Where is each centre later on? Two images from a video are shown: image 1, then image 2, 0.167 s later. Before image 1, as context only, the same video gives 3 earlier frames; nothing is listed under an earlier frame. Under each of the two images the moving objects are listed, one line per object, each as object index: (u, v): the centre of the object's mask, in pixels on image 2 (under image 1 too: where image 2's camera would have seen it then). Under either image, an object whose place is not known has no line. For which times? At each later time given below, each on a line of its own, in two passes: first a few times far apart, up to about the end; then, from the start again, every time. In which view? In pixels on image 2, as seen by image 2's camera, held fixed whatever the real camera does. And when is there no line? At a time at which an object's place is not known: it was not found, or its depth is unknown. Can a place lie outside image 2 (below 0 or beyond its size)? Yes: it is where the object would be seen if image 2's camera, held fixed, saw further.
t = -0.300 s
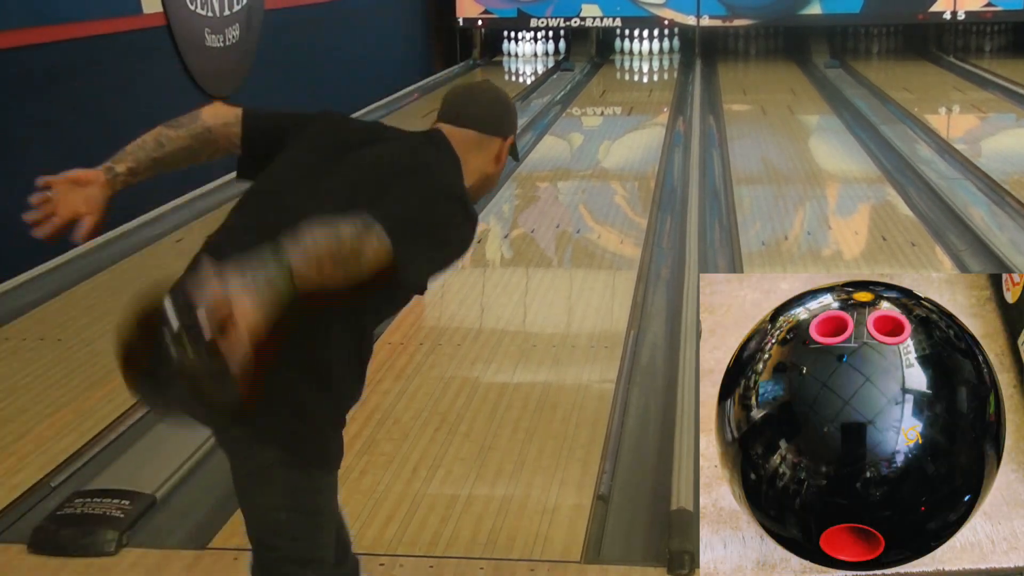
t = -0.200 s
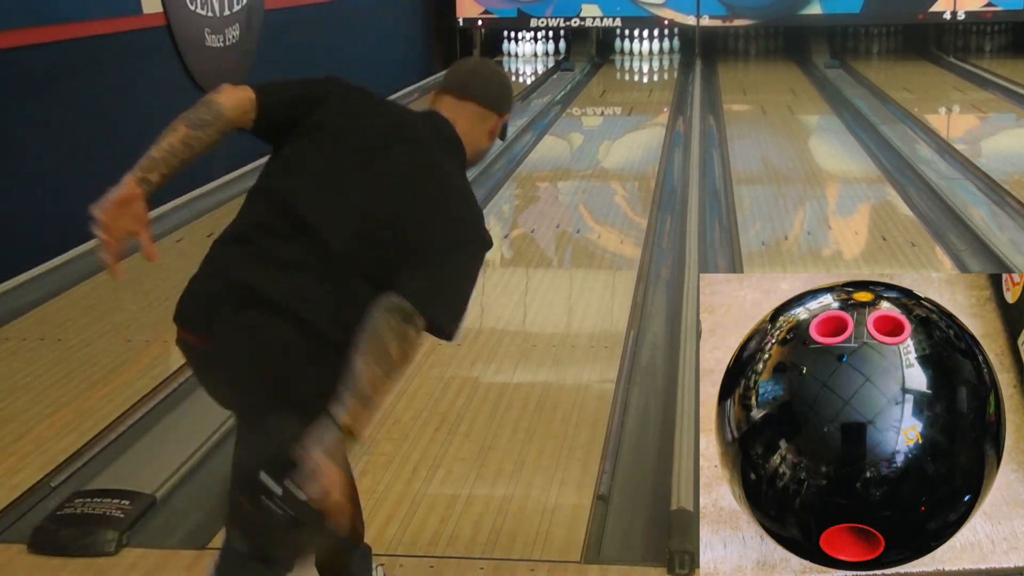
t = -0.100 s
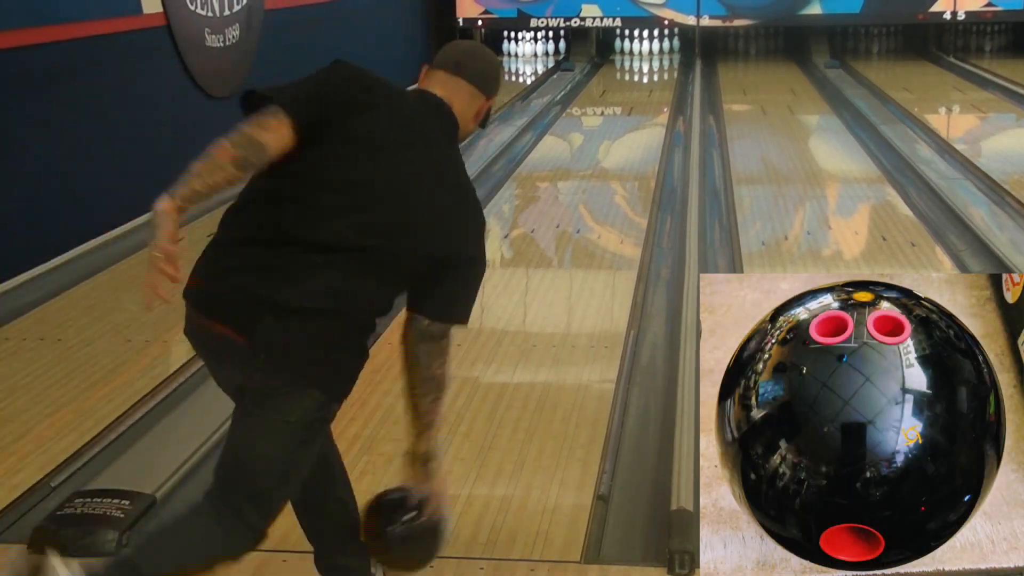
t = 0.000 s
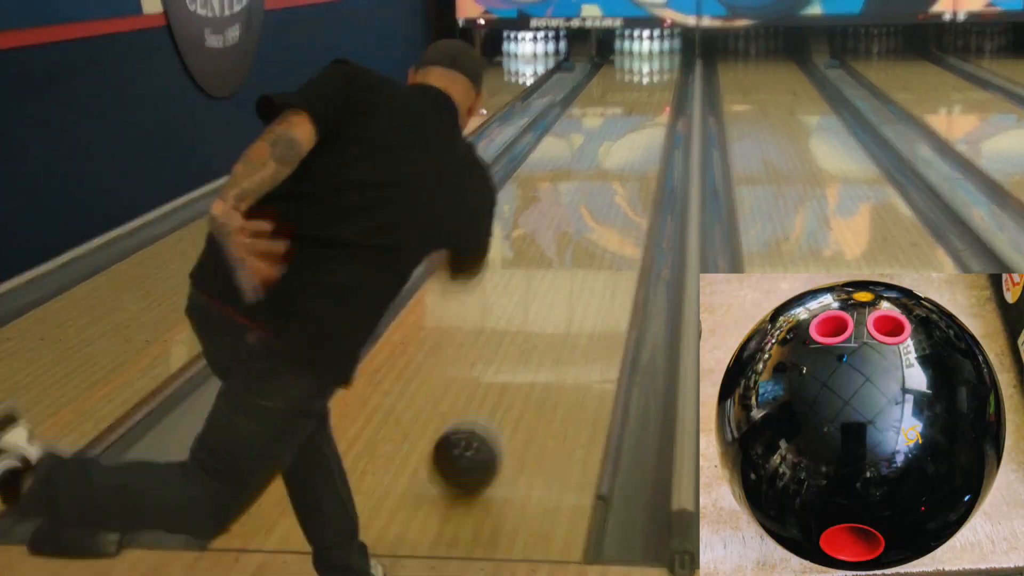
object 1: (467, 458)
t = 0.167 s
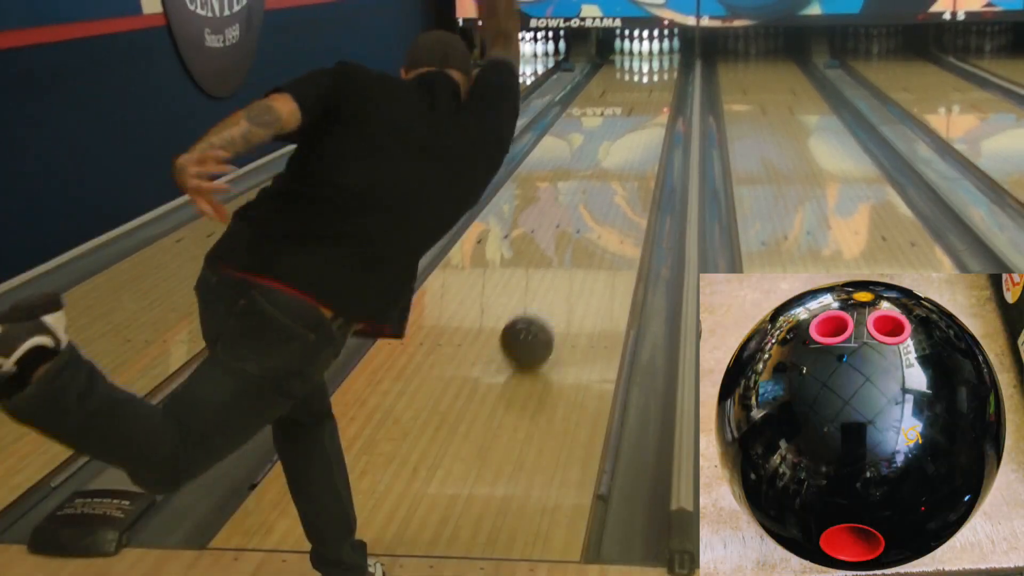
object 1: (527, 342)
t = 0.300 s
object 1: (559, 280)
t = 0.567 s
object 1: (599, 200)
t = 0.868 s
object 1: (626, 146)
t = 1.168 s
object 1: (642, 112)
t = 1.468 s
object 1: (652, 88)
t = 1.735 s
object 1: (657, 72)
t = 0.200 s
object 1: (536, 324)
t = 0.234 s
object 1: (545, 309)
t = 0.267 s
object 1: (552, 294)
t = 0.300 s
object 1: (559, 280)
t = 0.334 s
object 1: (566, 267)
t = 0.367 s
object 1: (572, 256)
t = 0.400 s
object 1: (577, 245)
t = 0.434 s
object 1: (582, 235)
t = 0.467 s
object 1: (587, 225)
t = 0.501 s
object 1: (591, 216)
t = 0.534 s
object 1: (595, 208)
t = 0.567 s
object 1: (599, 200)
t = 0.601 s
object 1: (603, 193)
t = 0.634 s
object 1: (606, 186)
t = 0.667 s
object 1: (610, 180)
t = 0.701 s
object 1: (613, 173)
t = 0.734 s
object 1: (616, 167)
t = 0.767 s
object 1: (618, 161)
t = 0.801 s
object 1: (621, 156)
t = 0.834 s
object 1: (623, 151)
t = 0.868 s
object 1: (626, 146)
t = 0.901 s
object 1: (628, 141)
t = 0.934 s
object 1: (630, 137)
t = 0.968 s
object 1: (632, 133)
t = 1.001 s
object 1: (634, 129)
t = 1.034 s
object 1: (636, 125)
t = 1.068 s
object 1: (637, 121)
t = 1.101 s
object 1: (639, 118)
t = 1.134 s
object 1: (641, 115)
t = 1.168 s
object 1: (642, 112)
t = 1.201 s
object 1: (644, 108)
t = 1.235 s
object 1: (645, 105)
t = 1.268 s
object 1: (646, 102)
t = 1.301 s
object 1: (647, 100)
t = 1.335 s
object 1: (648, 97)
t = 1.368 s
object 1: (650, 95)
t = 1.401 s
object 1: (651, 93)
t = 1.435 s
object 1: (652, 90)
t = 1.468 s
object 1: (652, 88)
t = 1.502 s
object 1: (653, 86)
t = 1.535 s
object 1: (654, 83)
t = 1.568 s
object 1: (654, 81)
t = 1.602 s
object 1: (656, 80)
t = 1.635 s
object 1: (656, 77)
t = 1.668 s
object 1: (657, 75)
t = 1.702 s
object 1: (657, 74)
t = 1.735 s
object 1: (657, 72)
